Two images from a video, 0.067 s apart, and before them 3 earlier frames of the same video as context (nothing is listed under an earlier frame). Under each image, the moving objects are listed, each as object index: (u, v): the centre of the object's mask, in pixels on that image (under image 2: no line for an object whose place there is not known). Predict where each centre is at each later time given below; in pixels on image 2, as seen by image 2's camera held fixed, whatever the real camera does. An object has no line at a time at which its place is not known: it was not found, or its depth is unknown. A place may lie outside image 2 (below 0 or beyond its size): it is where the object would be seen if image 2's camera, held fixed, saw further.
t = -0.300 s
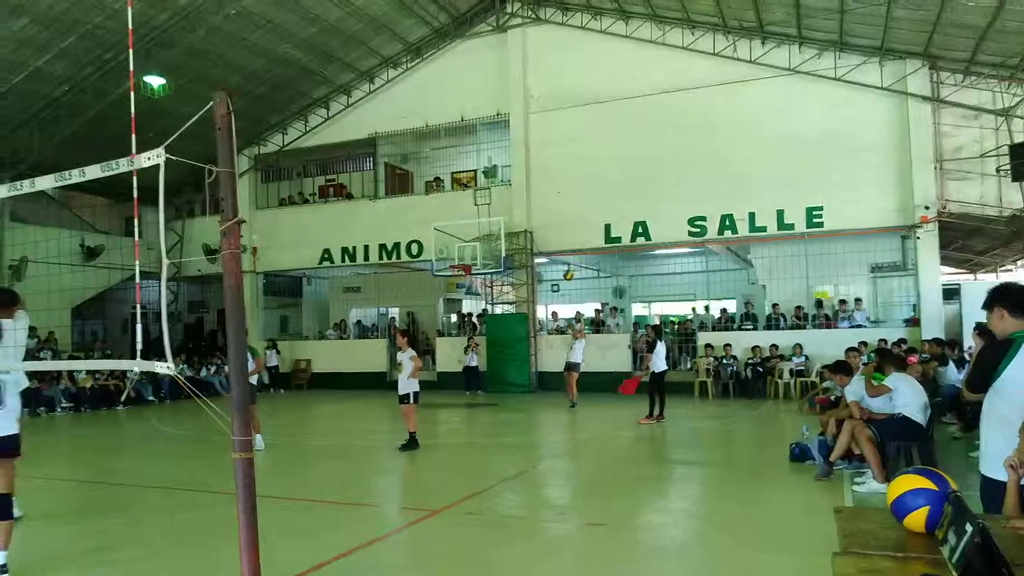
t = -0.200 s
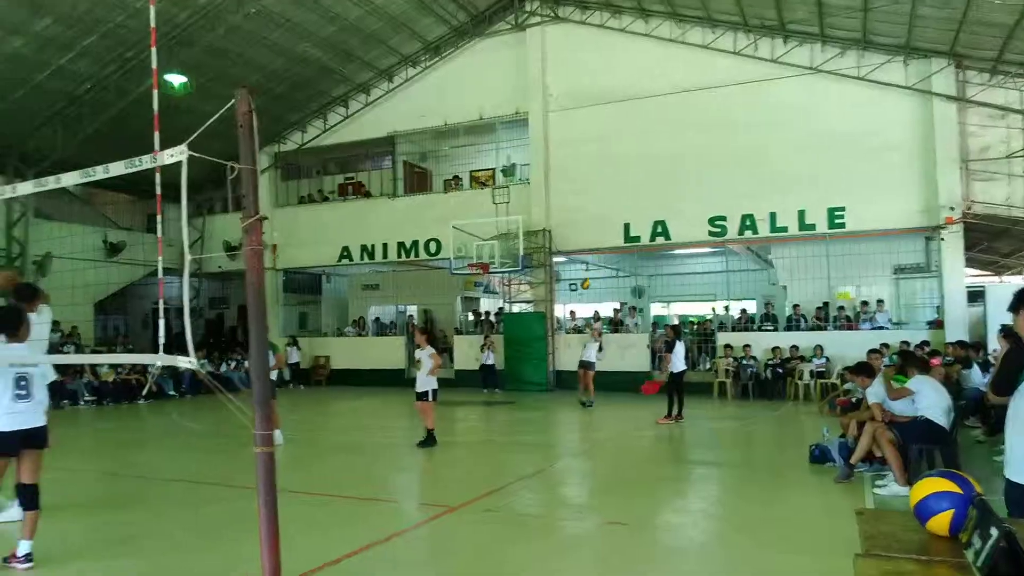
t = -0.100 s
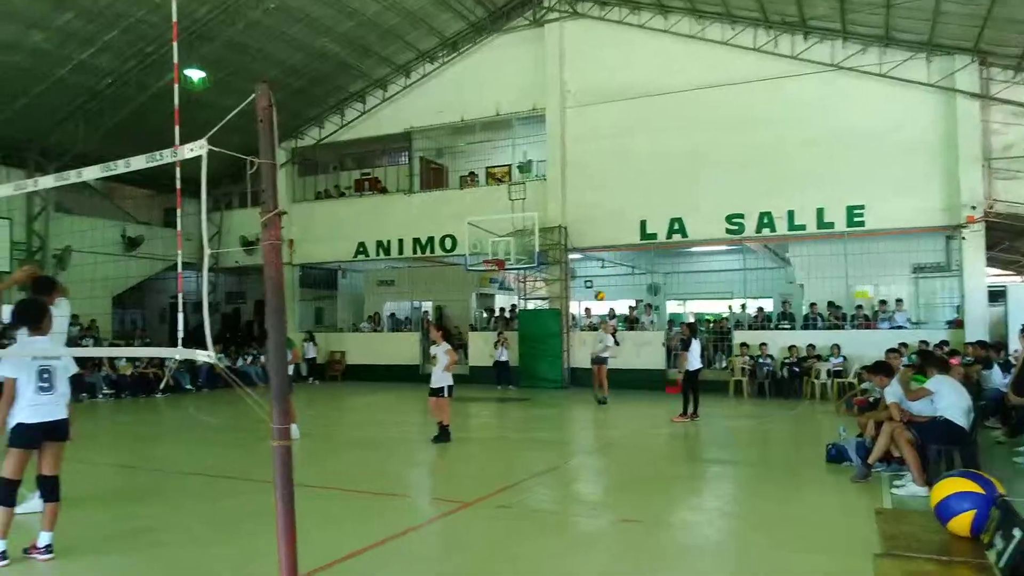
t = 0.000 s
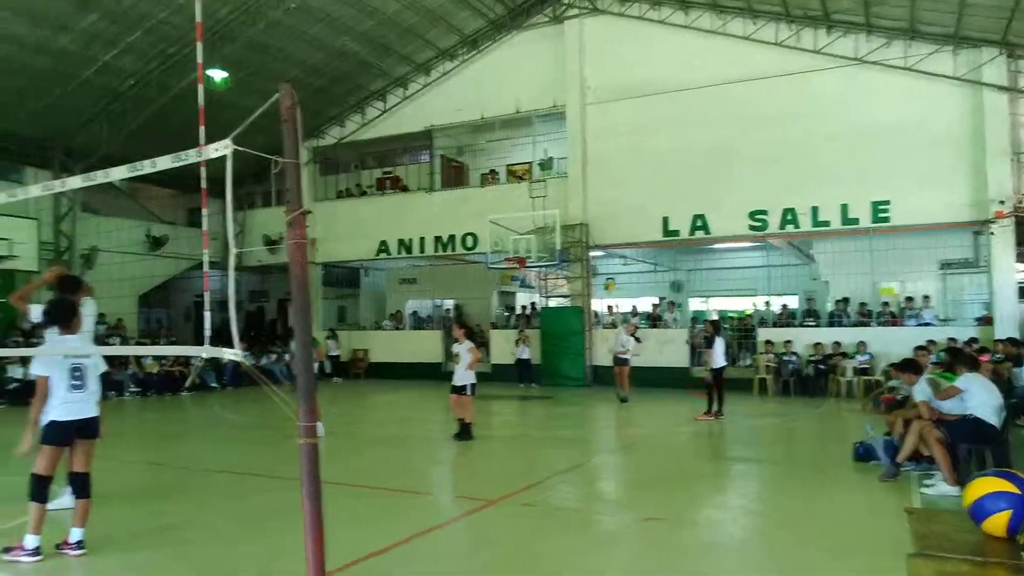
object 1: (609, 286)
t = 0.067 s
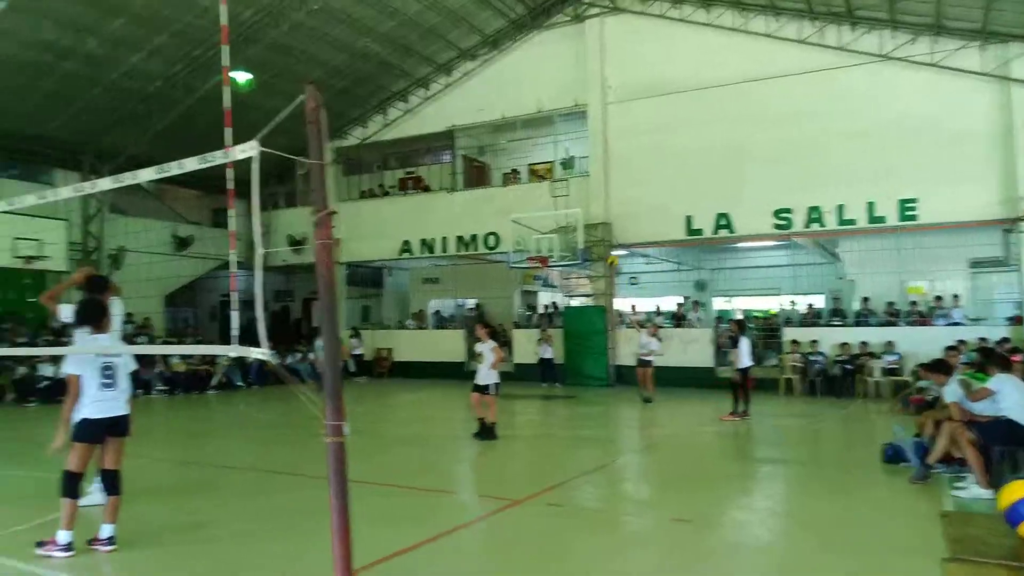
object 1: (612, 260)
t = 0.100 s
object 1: (603, 249)
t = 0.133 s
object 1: (592, 235)
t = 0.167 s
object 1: (580, 222)
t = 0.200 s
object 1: (568, 209)
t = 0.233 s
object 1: (557, 196)
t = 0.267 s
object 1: (544, 184)
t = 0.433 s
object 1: (465, 121)
